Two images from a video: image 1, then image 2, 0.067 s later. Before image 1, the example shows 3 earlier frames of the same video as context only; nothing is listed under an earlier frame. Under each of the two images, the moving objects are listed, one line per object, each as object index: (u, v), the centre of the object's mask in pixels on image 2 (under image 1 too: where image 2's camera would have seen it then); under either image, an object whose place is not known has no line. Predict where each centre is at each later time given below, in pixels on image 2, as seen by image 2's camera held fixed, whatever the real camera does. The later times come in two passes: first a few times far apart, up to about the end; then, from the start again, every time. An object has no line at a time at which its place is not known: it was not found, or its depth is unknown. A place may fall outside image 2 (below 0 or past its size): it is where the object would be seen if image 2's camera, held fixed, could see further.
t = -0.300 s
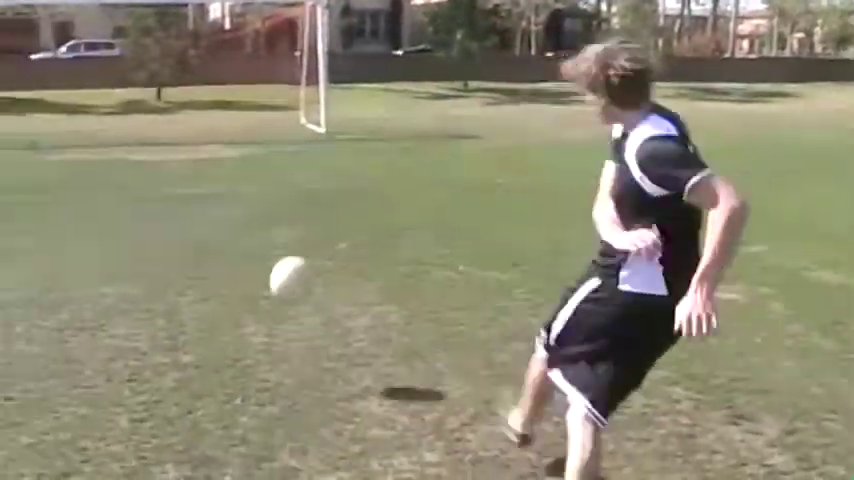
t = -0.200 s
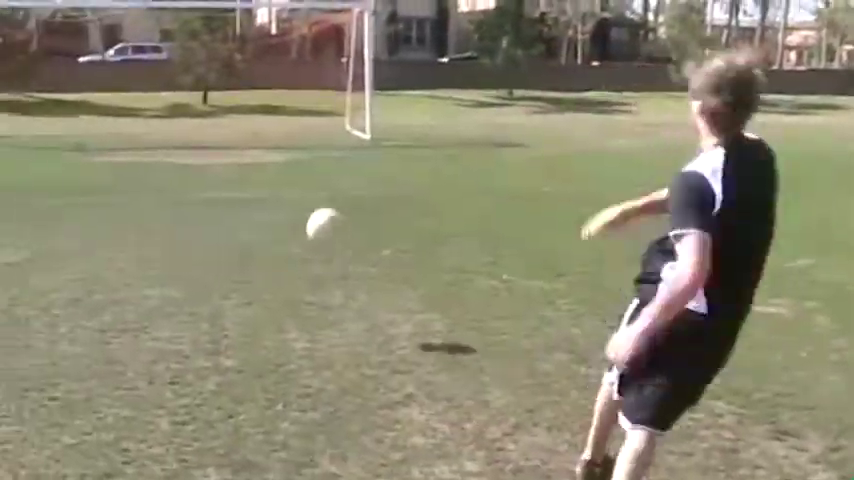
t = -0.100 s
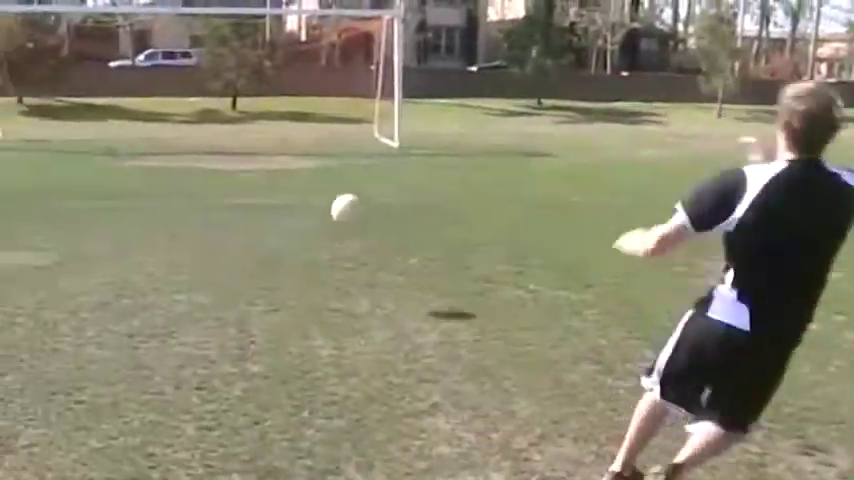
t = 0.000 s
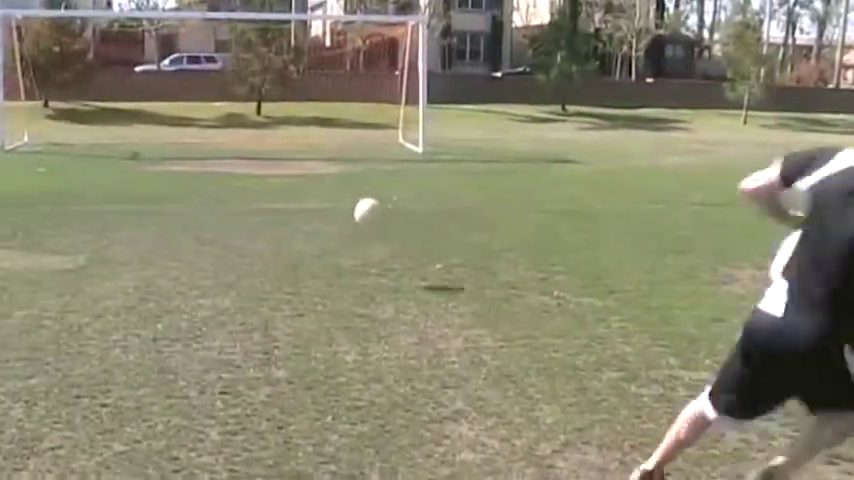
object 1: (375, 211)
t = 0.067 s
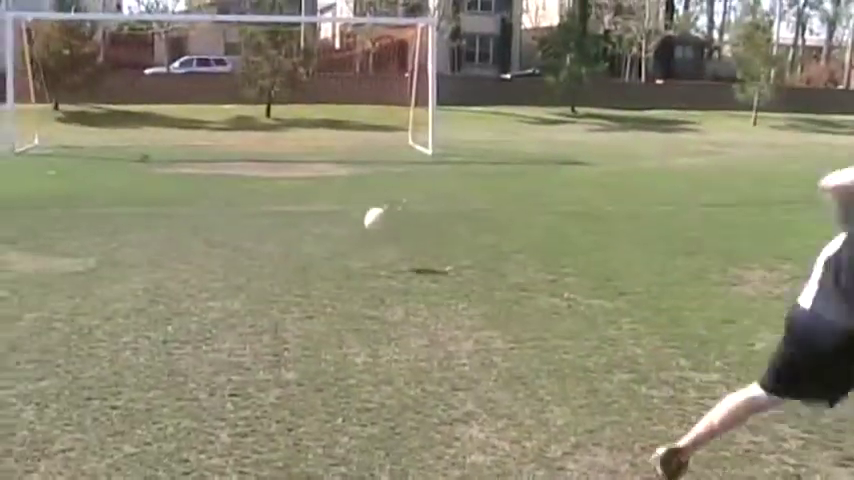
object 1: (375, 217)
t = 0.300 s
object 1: (374, 191)
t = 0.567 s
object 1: (377, 176)
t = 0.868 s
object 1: (381, 159)
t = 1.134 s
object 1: (385, 155)
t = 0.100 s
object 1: (373, 222)
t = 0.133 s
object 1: (373, 229)
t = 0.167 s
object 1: (374, 236)
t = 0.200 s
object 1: (372, 219)
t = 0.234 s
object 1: (372, 207)
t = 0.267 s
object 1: (373, 198)
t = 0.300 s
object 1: (374, 191)
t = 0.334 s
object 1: (374, 184)
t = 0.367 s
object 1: (376, 180)
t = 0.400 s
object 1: (374, 175)
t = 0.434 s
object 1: (374, 173)
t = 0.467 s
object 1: (375, 172)
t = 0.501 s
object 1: (376, 173)
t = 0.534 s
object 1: (376, 174)
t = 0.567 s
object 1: (377, 176)
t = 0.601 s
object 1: (379, 181)
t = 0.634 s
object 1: (380, 184)
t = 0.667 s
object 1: (380, 178)
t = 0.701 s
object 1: (380, 173)
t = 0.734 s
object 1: (380, 167)
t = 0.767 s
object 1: (381, 164)
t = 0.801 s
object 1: (381, 161)
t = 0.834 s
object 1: (381, 159)
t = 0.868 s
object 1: (381, 159)
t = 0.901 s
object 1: (381, 159)
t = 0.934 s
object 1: (382, 159)
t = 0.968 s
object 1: (382, 161)
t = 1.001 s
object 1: (383, 163)
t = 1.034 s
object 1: (383, 159)
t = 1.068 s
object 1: (384, 156)
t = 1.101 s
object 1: (385, 155)
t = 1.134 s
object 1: (385, 155)
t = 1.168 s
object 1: (386, 155)
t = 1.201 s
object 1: (388, 153)
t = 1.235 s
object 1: (388, 153)
